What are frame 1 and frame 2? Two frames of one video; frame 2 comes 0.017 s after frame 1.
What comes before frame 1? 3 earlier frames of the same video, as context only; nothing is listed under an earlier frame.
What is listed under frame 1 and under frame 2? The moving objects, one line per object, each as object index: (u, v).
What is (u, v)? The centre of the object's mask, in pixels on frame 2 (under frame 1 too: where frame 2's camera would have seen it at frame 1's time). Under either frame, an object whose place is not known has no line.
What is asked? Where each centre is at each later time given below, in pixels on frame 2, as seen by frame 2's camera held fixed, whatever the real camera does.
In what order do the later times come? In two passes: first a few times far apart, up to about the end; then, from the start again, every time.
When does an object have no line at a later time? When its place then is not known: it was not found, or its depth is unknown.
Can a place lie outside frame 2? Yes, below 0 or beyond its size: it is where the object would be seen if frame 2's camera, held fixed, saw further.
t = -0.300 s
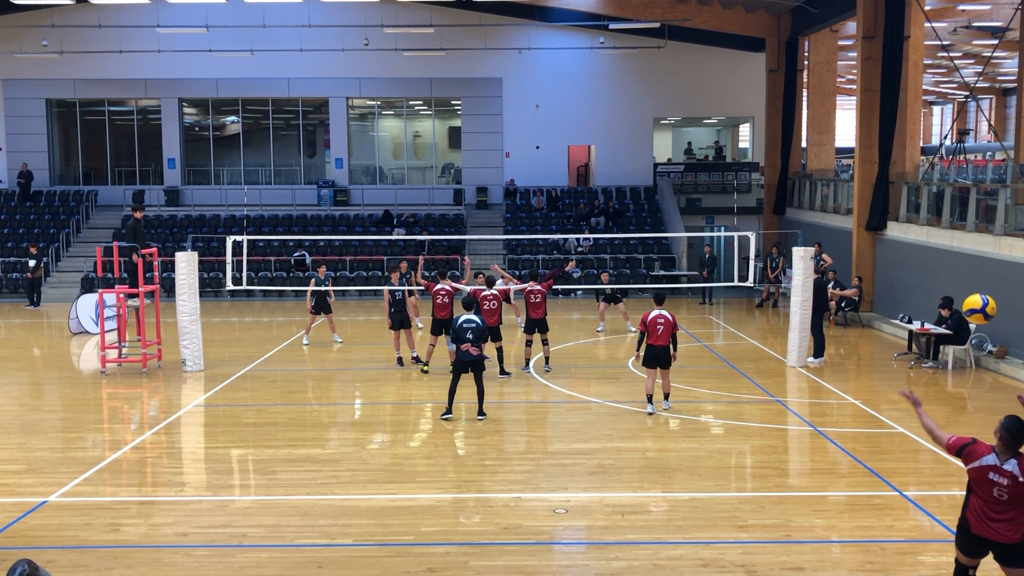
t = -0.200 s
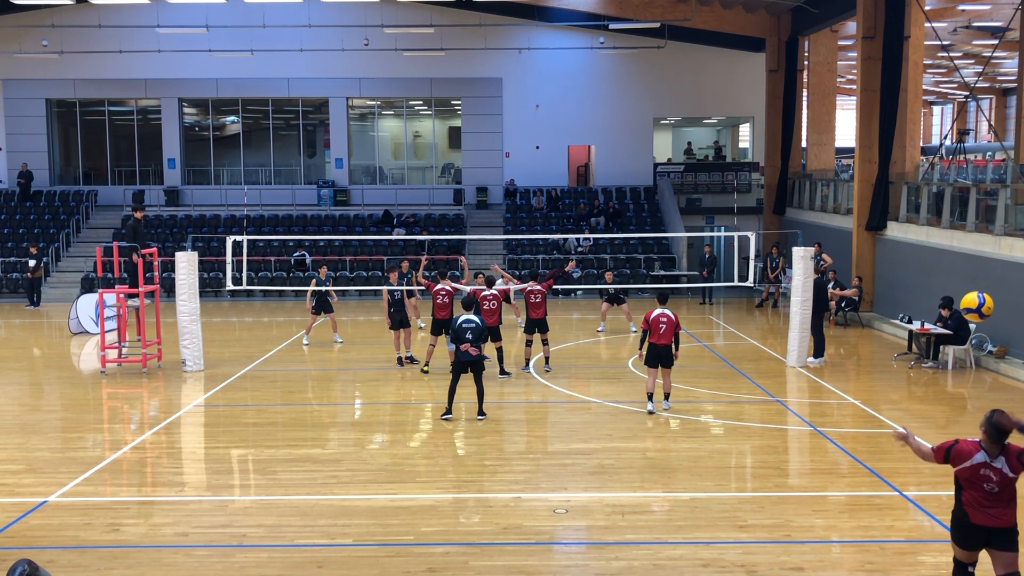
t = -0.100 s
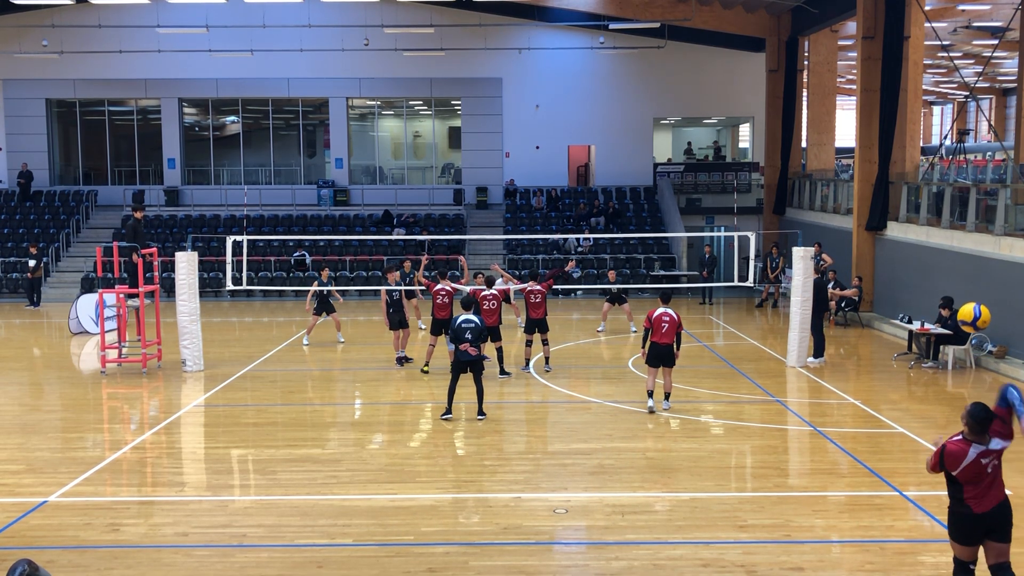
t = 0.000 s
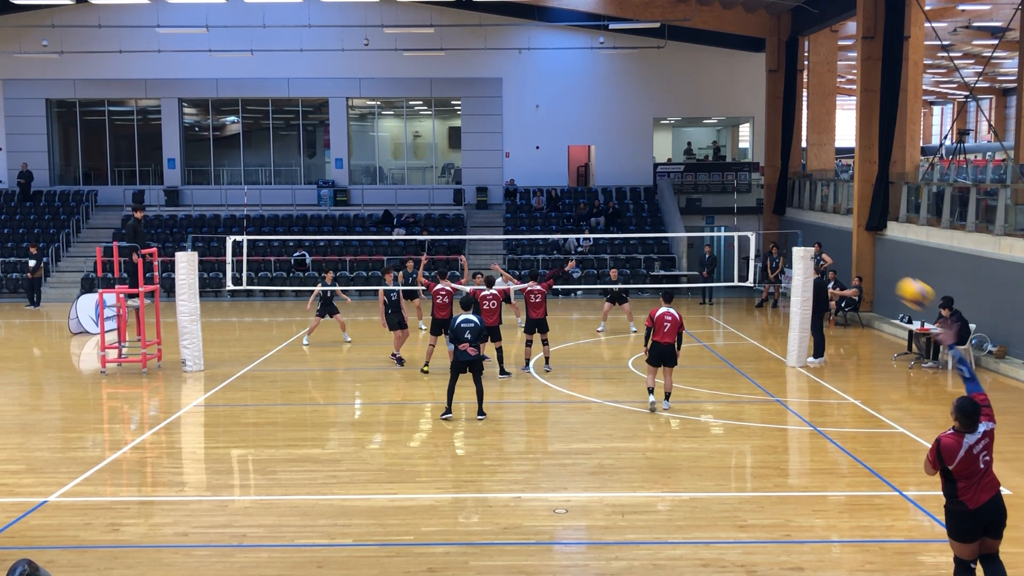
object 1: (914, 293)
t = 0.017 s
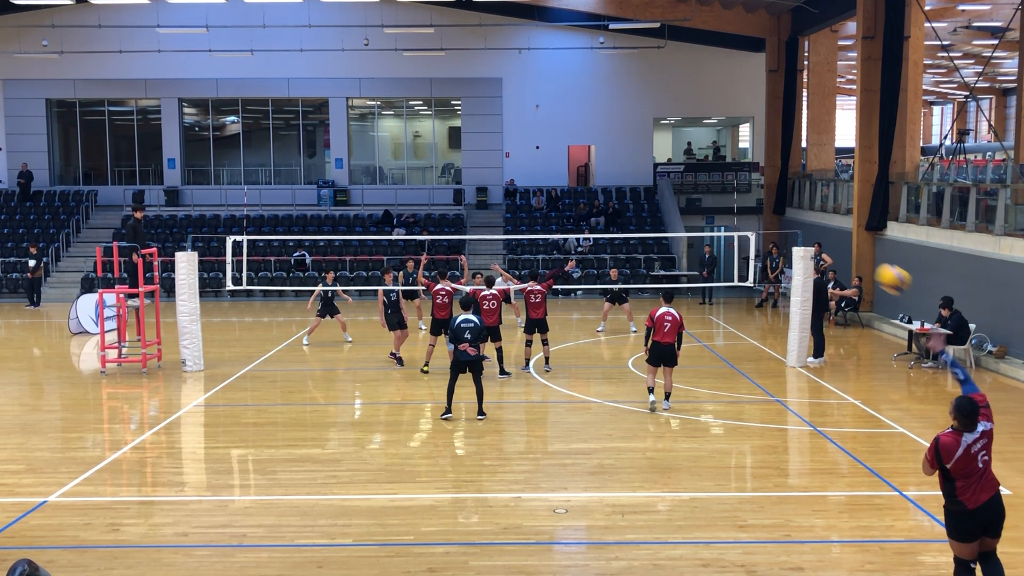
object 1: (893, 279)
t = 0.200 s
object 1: (719, 179)
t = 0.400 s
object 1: (615, 142)
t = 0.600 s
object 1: (550, 137)
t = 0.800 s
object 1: (505, 155)
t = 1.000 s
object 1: (475, 188)
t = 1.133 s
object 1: (461, 216)
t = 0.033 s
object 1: (872, 265)
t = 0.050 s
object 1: (852, 252)
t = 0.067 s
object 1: (834, 242)
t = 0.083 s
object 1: (816, 231)
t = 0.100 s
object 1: (800, 221)
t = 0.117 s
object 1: (784, 213)
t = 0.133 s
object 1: (770, 205)
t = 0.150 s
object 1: (756, 197)
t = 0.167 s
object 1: (744, 191)
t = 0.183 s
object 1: (731, 185)
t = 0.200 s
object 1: (719, 179)
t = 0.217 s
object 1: (708, 174)
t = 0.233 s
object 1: (697, 169)
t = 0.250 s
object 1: (688, 165)
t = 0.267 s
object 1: (678, 162)
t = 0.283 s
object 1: (669, 158)
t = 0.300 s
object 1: (659, 155)
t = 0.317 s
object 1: (651, 152)
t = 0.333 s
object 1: (643, 149)
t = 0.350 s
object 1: (636, 147)
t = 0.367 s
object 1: (628, 145)
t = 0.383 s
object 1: (621, 144)
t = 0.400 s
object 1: (615, 142)
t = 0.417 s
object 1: (608, 141)
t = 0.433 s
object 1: (602, 140)
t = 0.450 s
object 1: (596, 139)
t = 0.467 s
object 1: (590, 138)
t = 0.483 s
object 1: (585, 137)
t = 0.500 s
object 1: (579, 137)
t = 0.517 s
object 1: (574, 137)
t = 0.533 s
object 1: (569, 137)
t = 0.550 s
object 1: (564, 137)
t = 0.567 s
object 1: (559, 137)
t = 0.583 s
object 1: (555, 137)
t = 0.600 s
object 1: (550, 137)
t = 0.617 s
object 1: (546, 138)
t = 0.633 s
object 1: (541, 139)
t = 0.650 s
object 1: (537, 141)
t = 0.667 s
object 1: (533, 141)
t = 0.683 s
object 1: (529, 142)
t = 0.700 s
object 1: (525, 144)
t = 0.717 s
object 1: (521, 145)
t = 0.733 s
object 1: (518, 147)
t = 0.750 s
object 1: (515, 149)
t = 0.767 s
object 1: (511, 152)
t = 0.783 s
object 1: (508, 153)
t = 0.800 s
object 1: (505, 155)
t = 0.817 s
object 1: (503, 157)
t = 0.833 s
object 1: (499, 160)
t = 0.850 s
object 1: (497, 162)
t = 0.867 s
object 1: (494, 165)
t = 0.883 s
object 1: (492, 167)
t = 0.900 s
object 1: (489, 170)
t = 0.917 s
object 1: (486, 173)
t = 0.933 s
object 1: (484, 176)
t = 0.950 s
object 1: (482, 178)
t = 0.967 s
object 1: (480, 182)
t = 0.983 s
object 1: (478, 185)
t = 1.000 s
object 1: (475, 188)
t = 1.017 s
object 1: (474, 191)
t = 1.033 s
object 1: (472, 194)
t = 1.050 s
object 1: (470, 198)
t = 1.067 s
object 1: (468, 202)
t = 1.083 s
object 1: (466, 205)
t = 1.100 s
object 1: (464, 208)
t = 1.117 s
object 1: (463, 212)
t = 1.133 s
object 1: (461, 216)
